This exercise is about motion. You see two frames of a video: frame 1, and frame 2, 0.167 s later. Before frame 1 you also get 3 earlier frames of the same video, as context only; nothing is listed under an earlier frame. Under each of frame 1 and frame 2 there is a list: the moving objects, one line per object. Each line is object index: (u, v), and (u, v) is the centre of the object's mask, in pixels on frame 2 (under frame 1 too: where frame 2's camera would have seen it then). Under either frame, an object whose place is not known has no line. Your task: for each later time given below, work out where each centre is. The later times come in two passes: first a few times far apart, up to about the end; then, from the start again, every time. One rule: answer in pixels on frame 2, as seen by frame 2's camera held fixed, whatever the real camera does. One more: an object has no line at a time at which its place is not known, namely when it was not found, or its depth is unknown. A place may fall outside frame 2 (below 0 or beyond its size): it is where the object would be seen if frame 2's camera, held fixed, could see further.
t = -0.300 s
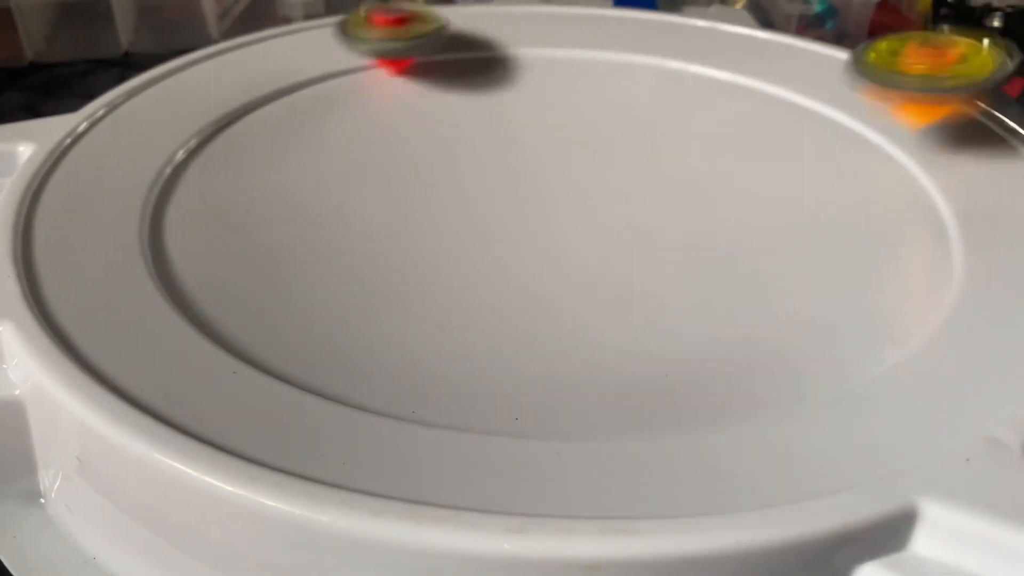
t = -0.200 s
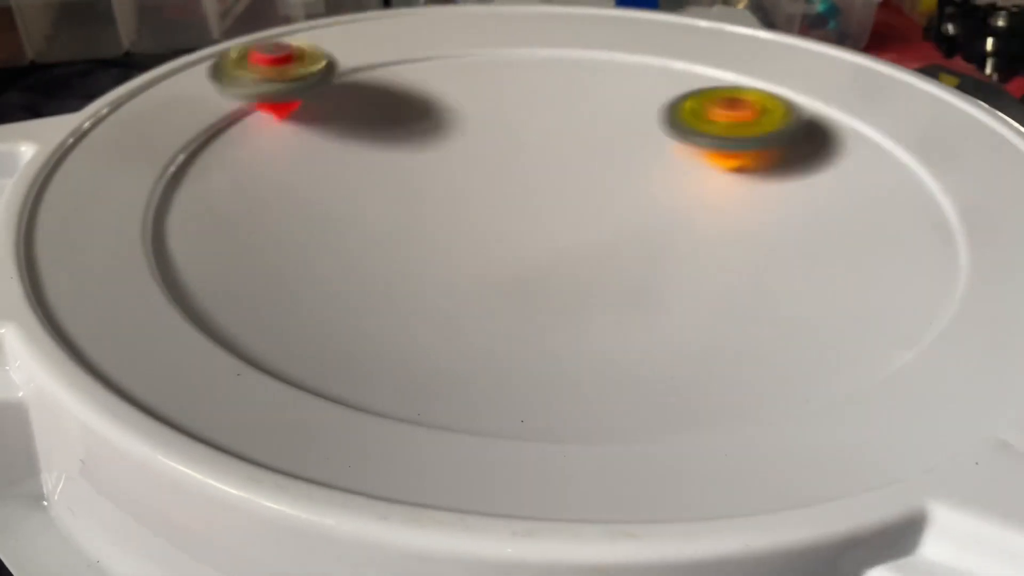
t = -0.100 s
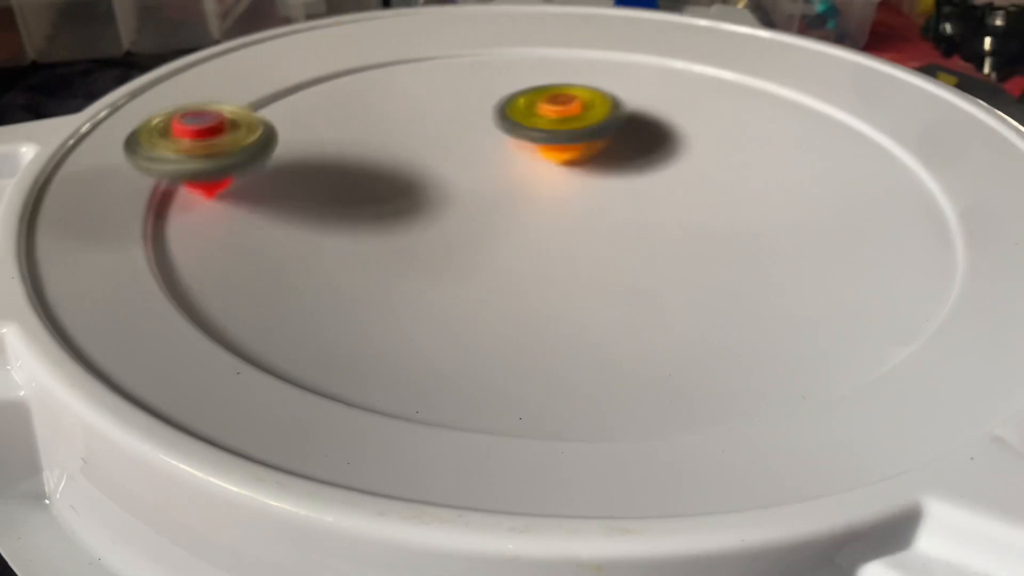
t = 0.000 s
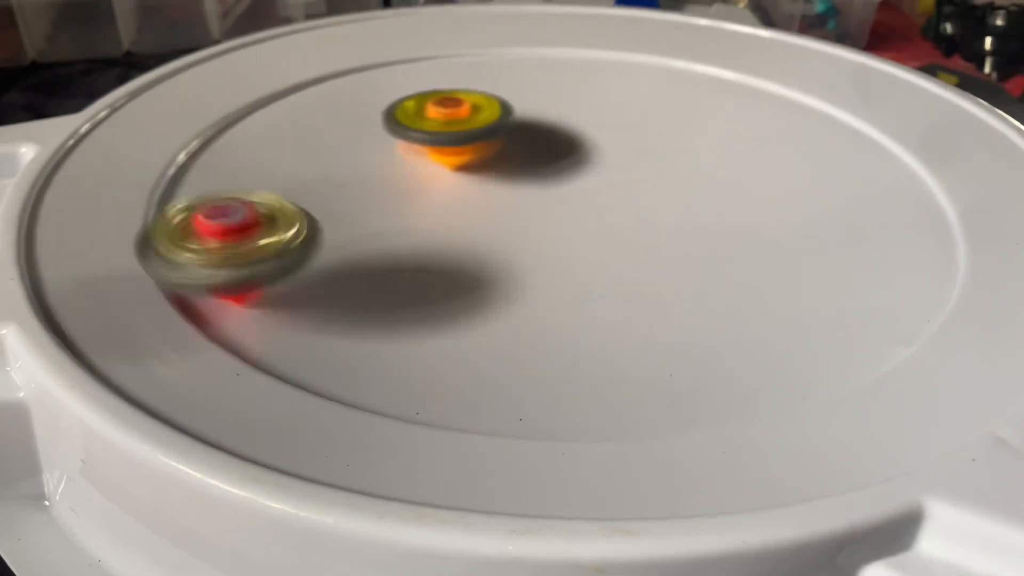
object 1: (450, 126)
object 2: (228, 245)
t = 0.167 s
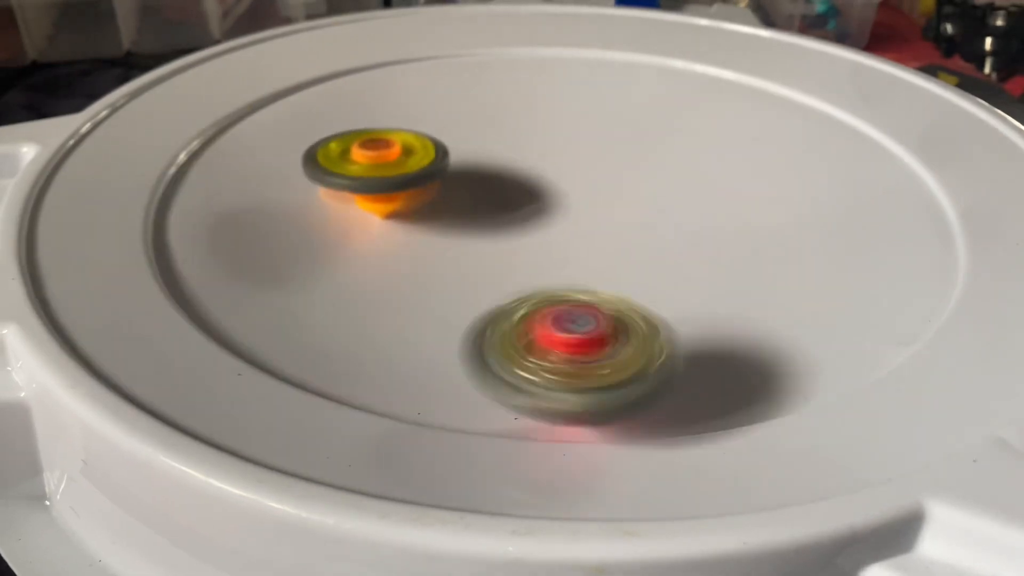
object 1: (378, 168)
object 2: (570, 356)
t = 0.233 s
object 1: (367, 190)
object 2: (747, 343)
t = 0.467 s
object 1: (431, 256)
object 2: (880, 149)
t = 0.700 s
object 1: (565, 265)
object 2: (594, 63)
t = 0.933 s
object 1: (604, 235)
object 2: (310, 117)
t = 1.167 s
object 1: (590, 204)
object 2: (334, 293)
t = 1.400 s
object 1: (550, 184)
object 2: (811, 298)
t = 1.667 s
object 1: (511, 177)
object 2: (739, 111)
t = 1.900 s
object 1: (498, 179)
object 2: (441, 74)
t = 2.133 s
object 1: (505, 185)
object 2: (227, 175)
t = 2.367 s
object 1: (529, 188)
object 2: (514, 334)
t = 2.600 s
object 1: (551, 184)
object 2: (843, 212)
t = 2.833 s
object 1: (563, 180)
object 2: (668, 79)
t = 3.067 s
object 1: (569, 181)
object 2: (382, 71)
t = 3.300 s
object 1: (573, 183)
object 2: (260, 212)
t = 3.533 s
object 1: (576, 188)
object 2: (654, 318)
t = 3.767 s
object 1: (580, 195)
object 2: (847, 164)
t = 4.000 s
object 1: (582, 201)
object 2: (622, 65)
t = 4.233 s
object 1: (581, 206)
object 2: (355, 103)
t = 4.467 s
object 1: (575, 208)
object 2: (338, 267)
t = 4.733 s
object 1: (563, 210)
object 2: (817, 283)
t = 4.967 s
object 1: (553, 212)
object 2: (786, 125)
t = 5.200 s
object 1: (544, 211)
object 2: (510, 81)
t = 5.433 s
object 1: (537, 208)
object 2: (284, 164)
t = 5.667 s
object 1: (529, 203)
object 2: (461, 322)
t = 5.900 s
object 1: (525, 200)
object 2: (827, 250)
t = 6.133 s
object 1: (523, 194)
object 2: (698, 109)
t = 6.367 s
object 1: (522, 190)
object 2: (427, 85)
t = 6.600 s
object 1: (526, 187)
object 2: (265, 192)
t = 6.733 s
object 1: (530, 185)
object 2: (373, 286)
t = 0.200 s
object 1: (370, 179)
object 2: (662, 354)
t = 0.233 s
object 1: (367, 190)
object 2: (747, 343)
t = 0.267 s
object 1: (368, 200)
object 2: (815, 324)
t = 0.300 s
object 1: (371, 211)
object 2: (869, 299)
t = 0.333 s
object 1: (376, 222)
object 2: (907, 270)
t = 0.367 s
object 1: (385, 231)
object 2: (921, 237)
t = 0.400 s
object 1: (397, 241)
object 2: (922, 205)
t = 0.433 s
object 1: (413, 250)
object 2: (907, 176)
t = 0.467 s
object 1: (431, 256)
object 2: (880, 149)
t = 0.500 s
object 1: (450, 263)
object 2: (849, 125)
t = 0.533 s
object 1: (470, 267)
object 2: (811, 107)
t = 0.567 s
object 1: (491, 269)
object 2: (771, 92)
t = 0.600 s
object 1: (511, 270)
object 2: (728, 81)
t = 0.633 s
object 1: (532, 269)
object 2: (683, 72)
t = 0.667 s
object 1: (551, 267)
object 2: (639, 66)
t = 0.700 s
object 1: (565, 265)
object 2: (594, 63)
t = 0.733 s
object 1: (576, 262)
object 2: (549, 62)
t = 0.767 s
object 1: (585, 258)
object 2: (505, 65)
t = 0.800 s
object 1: (592, 254)
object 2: (462, 69)
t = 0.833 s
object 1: (596, 250)
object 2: (421, 78)
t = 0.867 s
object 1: (600, 245)
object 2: (380, 88)
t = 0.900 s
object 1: (603, 240)
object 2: (342, 100)
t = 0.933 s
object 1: (604, 235)
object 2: (310, 117)
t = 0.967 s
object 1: (603, 230)
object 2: (282, 137)
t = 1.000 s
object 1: (602, 225)
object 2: (261, 158)
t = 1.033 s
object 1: (601, 221)
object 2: (248, 182)
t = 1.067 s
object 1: (598, 216)
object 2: (250, 208)
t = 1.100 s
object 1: (596, 212)
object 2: (262, 238)
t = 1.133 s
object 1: (594, 208)
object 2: (290, 267)
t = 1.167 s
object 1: (590, 204)
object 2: (334, 293)
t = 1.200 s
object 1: (584, 200)
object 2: (393, 316)
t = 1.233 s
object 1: (579, 197)
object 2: (462, 331)
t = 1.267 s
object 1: (573, 194)
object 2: (539, 341)
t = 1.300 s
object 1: (568, 191)
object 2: (620, 342)
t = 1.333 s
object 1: (562, 188)
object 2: (697, 335)
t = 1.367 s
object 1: (556, 186)
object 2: (761, 319)
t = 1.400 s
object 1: (550, 184)
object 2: (811, 298)
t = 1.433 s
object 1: (545, 182)
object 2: (847, 272)
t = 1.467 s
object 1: (539, 181)
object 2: (864, 244)
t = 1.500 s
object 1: (534, 179)
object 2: (866, 215)
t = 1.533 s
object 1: (528, 178)
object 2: (855, 189)
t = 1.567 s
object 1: (524, 177)
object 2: (836, 166)
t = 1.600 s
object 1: (519, 177)
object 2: (808, 145)
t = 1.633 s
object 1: (515, 177)
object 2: (774, 126)
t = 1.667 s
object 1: (511, 177)
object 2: (739, 111)
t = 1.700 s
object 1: (508, 176)
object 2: (697, 99)
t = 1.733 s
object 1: (505, 177)
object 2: (656, 88)
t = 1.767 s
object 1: (502, 177)
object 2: (614, 80)
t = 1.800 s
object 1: (500, 177)
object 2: (570, 74)
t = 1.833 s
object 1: (498, 178)
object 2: (527, 71)
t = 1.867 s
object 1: (498, 178)
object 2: (484, 71)
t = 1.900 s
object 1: (498, 179)
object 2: (441, 74)
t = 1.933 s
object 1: (497, 180)
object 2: (400, 79)
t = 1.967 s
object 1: (497, 181)
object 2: (359, 87)
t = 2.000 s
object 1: (499, 182)
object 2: (323, 99)
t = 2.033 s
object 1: (501, 183)
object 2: (290, 114)
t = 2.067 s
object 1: (502, 184)
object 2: (262, 132)
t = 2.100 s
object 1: (502, 184)
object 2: (240, 152)
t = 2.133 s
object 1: (505, 185)
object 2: (227, 175)
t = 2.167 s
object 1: (508, 186)
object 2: (228, 201)
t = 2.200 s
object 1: (511, 186)
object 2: (241, 229)
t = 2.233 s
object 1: (514, 186)
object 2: (267, 259)
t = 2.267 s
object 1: (518, 187)
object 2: (309, 285)
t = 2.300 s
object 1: (522, 188)
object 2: (367, 307)
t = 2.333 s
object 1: (525, 188)
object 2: (437, 325)
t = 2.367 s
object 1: (529, 188)
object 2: (514, 334)
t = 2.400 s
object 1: (533, 188)
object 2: (593, 335)
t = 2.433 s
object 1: (537, 188)
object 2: (666, 327)
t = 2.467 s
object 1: (539, 188)
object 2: (731, 314)
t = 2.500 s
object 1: (543, 186)
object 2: (782, 292)
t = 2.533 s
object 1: (546, 185)
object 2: (819, 267)
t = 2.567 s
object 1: (548, 185)
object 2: (839, 240)
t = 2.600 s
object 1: (551, 184)
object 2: (843, 212)
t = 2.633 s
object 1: (553, 183)
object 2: (838, 186)
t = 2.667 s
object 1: (555, 182)
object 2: (824, 162)
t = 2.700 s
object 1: (557, 181)
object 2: (801, 140)
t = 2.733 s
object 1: (559, 180)
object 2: (773, 121)
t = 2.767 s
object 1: (561, 180)
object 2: (740, 105)
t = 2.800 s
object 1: (562, 180)
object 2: (704, 90)
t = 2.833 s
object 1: (563, 180)
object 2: (668, 79)
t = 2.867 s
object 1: (565, 179)
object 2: (629, 69)
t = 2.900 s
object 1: (565, 179)
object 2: (586, 62)
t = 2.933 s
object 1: (566, 180)
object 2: (545, 58)
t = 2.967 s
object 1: (567, 180)
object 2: (504, 56)
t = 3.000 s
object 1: (568, 180)
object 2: (462, 59)
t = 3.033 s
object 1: (568, 180)
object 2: (421, 64)
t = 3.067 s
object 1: (569, 181)
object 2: (382, 71)
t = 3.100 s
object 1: (570, 181)
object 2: (346, 81)
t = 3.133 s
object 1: (570, 181)
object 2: (314, 96)
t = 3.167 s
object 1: (570, 181)
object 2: (286, 114)
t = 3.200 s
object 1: (571, 182)
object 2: (264, 135)
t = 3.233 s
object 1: (572, 182)
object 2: (251, 158)
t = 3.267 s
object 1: (572, 182)
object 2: (249, 183)
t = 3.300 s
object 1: (573, 183)
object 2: (260, 212)
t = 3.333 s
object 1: (574, 183)
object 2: (284, 242)
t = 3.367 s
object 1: (574, 184)
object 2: (321, 269)
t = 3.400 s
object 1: (575, 184)
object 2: (372, 291)
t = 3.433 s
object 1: (576, 185)
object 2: (436, 308)
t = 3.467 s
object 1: (576, 185)
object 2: (507, 320)
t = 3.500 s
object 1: (577, 186)
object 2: (582, 324)
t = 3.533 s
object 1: (576, 188)
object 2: (654, 318)
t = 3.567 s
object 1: (577, 188)
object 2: (723, 307)
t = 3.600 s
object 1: (578, 189)
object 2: (779, 290)
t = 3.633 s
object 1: (578, 190)
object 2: (820, 268)
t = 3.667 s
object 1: (579, 192)
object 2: (845, 241)
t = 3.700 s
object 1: (579, 193)
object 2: (856, 214)
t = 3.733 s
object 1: (579, 194)
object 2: (857, 189)
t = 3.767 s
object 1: (580, 195)
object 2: (847, 164)
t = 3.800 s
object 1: (581, 196)
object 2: (830, 142)
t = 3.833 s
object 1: (581, 197)
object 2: (804, 122)
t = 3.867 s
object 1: (581, 198)
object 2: (773, 106)
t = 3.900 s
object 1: (582, 199)
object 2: (738, 92)
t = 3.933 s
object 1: (582, 200)
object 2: (701, 80)
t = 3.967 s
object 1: (582, 200)
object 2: (661, 71)
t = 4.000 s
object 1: (582, 201)
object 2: (622, 65)
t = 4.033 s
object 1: (582, 202)
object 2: (581, 62)
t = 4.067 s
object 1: (583, 202)
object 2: (541, 62)
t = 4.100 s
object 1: (582, 204)
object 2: (500, 64)
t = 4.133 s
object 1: (582, 204)
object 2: (461, 70)
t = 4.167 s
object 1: (582, 204)
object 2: (423, 78)
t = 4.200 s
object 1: (582, 205)
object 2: (387, 89)
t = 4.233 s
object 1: (581, 206)
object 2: (355, 103)
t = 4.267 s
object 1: (580, 206)
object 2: (327, 120)
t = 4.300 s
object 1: (579, 206)
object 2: (305, 141)
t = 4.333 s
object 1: (579, 206)
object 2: (290, 163)
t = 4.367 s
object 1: (578, 207)
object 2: (285, 188)
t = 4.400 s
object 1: (577, 207)
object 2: (290, 214)
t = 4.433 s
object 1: (577, 207)
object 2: (308, 241)
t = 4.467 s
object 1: (575, 208)
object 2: (338, 267)
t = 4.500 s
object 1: (574, 208)
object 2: (382, 290)
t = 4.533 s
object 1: (573, 207)
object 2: (439, 309)
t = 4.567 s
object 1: (571, 208)
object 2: (502, 321)
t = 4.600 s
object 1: (569, 209)
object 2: (572, 328)
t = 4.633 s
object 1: (568, 209)
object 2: (645, 328)
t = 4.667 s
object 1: (567, 209)
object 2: (712, 319)
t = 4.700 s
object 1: (565, 209)
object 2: (774, 305)
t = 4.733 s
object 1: (563, 210)
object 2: (817, 283)
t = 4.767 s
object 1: (562, 210)
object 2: (850, 259)
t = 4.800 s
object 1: (559, 211)
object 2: (866, 231)
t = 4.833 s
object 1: (557, 211)
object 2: (867, 206)
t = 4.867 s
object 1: (556, 211)
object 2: (858, 183)
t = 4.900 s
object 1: (555, 211)
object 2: (842, 162)
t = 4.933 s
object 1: (553, 212)
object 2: (817, 142)
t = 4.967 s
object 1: (553, 212)
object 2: (786, 125)
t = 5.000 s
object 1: (551, 212)
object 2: (751, 110)
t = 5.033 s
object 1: (551, 211)
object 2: (713, 99)
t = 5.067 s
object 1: (549, 212)
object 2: (672, 91)
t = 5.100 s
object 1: (548, 212)
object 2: (633, 85)
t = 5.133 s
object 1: (547, 211)
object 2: (592, 81)
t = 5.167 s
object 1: (546, 211)
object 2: (551, 80)
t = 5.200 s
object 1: (544, 211)
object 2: (510, 81)
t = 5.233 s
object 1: (543, 210)
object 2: (469, 85)
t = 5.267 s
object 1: (543, 210)
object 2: (430, 92)
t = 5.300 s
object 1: (541, 210)
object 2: (393, 101)
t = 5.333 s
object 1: (539, 209)
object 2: (359, 113)
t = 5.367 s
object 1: (538, 209)
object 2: (328, 127)
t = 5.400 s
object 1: (538, 208)
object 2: (302, 145)
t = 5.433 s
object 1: (537, 208)
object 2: (284, 164)
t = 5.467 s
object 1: (534, 208)
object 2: (274, 186)
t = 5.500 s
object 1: (533, 207)
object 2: (275, 210)
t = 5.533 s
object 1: (534, 205)
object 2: (286, 237)
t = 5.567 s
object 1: (533, 205)
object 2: (310, 263)
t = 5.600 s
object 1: (531, 205)
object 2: (348, 287)
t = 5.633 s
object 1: (530, 204)
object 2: (400, 307)
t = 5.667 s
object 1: (529, 203)
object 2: (461, 322)
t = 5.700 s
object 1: (529, 203)
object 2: (527, 330)
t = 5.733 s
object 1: (528, 202)
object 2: (596, 332)
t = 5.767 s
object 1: (527, 202)
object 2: (663, 325)
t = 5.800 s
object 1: (526, 201)
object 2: (722, 313)
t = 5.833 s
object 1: (526, 201)
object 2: (772, 296)
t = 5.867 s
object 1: (526, 200)
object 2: (806, 274)
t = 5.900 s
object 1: (525, 200)
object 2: (827, 250)
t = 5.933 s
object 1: (525, 199)
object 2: (833, 225)
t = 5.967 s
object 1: (525, 198)
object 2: (828, 201)
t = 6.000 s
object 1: (525, 198)
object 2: (814, 178)
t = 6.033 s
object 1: (525, 197)
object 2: (793, 156)
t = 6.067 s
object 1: (525, 196)
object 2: (766, 138)
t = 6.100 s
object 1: (524, 195)
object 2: (734, 122)
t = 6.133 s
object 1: (523, 194)
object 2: (698, 109)
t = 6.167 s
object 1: (523, 193)
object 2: (661, 98)
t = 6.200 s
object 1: (522, 193)
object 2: (623, 90)
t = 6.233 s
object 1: (522, 192)
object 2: (584, 84)
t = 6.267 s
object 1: (522, 192)
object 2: (544, 81)
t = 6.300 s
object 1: (521, 191)
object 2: (504, 79)
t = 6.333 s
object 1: (522, 190)
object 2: (465, 81)
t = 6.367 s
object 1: (522, 190)
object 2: (427, 85)
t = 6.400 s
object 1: (523, 190)
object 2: (390, 93)
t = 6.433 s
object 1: (523, 189)
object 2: (356, 102)
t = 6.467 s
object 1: (523, 189)
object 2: (324, 115)
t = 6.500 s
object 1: (524, 188)
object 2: (297, 131)
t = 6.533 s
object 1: (526, 187)
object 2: (278, 149)
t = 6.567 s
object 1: (525, 187)
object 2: (267, 169)
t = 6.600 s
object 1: (526, 187)
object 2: (265, 192)
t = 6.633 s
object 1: (527, 186)
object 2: (275, 217)
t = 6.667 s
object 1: (528, 186)
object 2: (296, 243)
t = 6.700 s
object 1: (529, 185)
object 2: (329, 267)
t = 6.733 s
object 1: (530, 185)
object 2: (373, 286)
